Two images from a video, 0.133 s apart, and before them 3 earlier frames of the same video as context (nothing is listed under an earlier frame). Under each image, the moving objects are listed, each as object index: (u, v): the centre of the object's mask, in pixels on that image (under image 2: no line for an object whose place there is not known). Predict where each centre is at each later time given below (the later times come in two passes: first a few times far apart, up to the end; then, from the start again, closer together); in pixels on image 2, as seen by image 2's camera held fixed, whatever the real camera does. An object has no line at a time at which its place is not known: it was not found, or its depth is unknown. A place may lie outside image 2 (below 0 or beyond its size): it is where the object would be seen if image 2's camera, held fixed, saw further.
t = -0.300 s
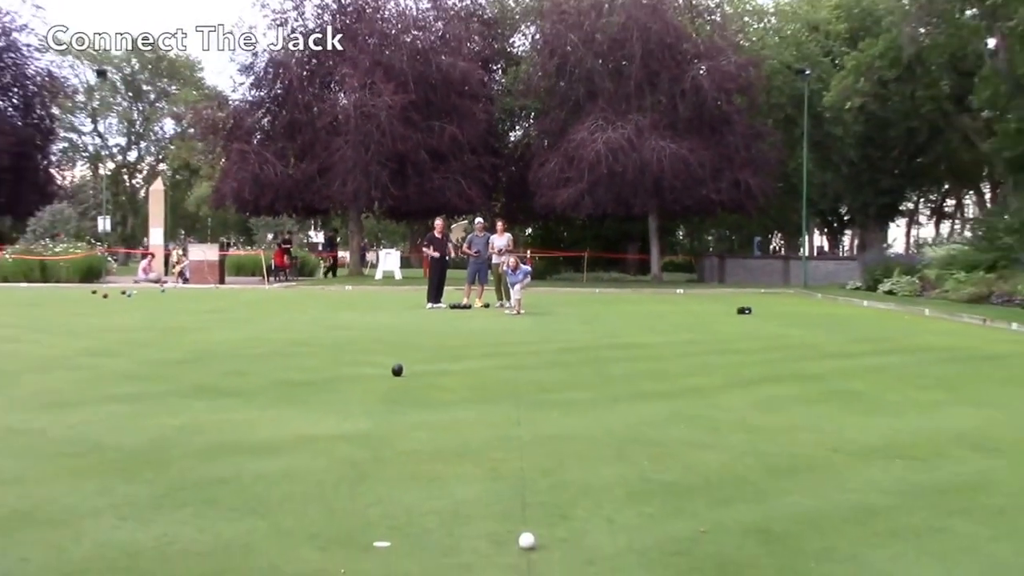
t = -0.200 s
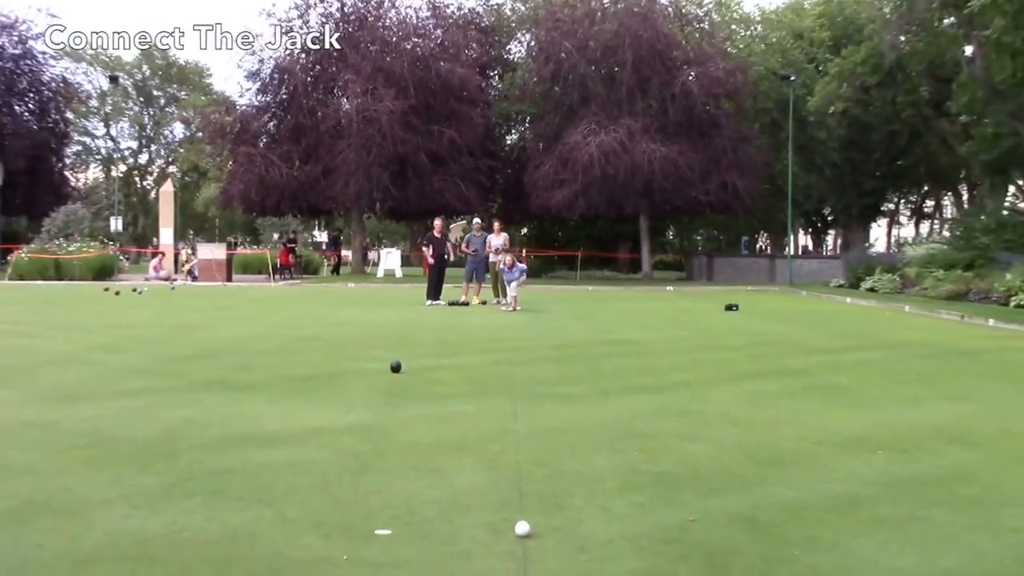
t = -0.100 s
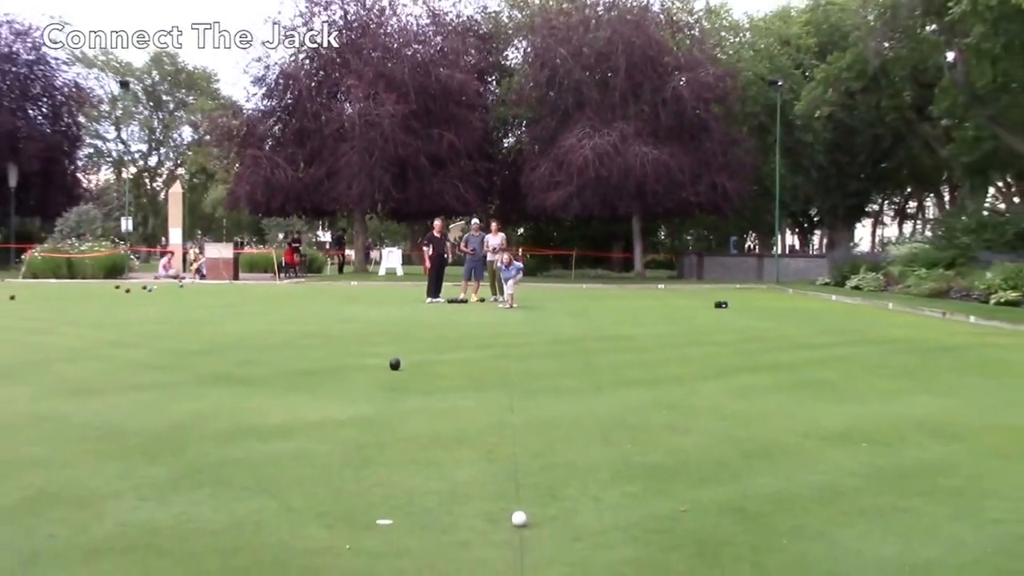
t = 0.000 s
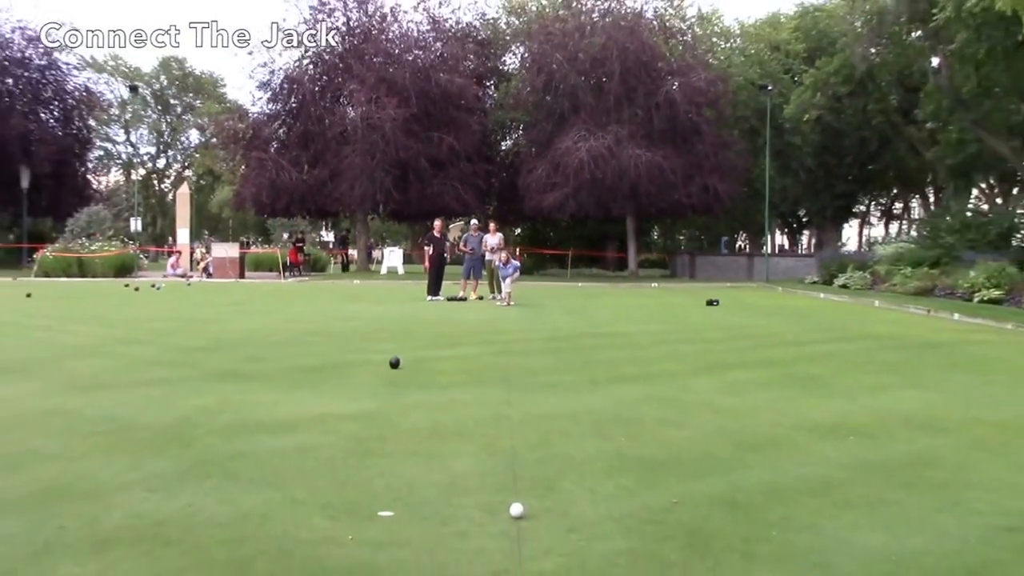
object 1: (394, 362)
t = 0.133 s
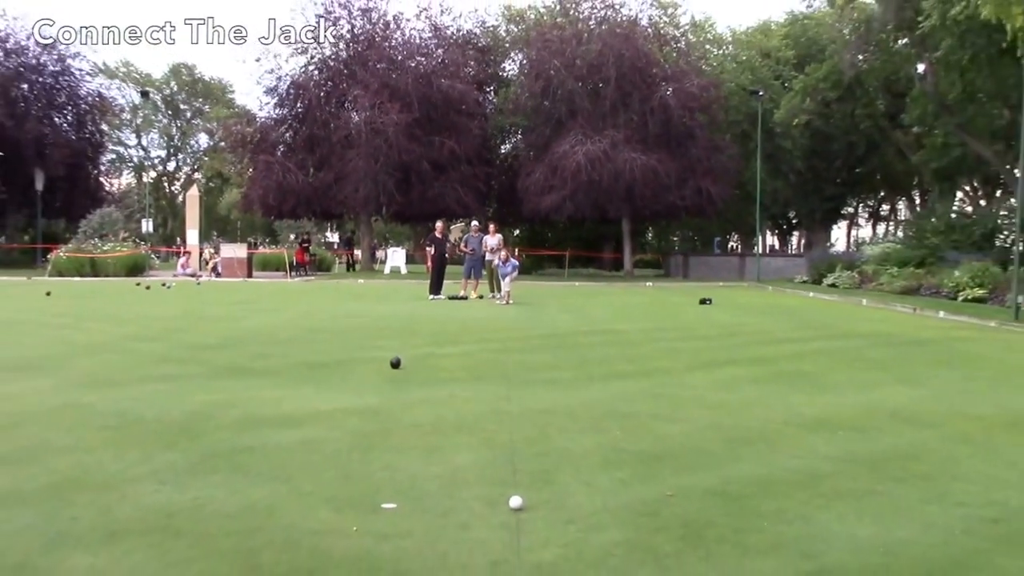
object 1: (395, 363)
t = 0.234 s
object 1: (394, 365)
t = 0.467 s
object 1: (391, 370)
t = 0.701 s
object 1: (388, 377)
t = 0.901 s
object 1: (386, 381)
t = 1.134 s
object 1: (383, 386)
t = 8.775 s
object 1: (454, 519)
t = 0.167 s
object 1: (395, 363)
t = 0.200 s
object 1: (394, 364)
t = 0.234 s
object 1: (394, 365)
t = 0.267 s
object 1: (393, 365)
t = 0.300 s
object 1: (393, 366)
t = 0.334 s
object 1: (392, 367)
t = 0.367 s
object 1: (392, 368)
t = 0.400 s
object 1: (392, 369)
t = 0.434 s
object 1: (391, 369)
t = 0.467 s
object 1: (391, 370)
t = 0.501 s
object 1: (390, 371)
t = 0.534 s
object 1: (390, 372)
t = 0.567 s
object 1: (389, 373)
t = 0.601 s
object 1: (389, 374)
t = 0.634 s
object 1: (389, 375)
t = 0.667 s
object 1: (388, 375)
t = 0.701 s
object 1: (388, 377)
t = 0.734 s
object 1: (387, 377)
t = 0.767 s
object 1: (387, 378)
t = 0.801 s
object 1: (387, 379)
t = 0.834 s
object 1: (386, 380)
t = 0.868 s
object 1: (386, 381)
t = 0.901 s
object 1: (386, 381)
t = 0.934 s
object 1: (385, 382)
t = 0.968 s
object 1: (385, 382)
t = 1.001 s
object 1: (385, 383)
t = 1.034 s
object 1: (384, 384)
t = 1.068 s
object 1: (384, 385)
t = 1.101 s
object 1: (383, 385)
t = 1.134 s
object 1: (383, 386)
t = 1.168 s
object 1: (383, 387)
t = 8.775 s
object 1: (454, 519)
